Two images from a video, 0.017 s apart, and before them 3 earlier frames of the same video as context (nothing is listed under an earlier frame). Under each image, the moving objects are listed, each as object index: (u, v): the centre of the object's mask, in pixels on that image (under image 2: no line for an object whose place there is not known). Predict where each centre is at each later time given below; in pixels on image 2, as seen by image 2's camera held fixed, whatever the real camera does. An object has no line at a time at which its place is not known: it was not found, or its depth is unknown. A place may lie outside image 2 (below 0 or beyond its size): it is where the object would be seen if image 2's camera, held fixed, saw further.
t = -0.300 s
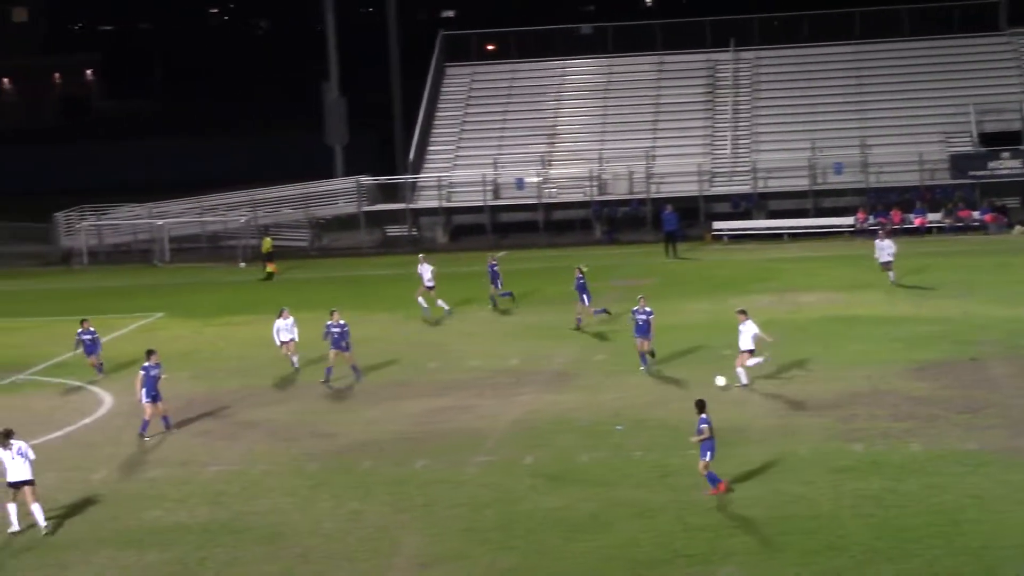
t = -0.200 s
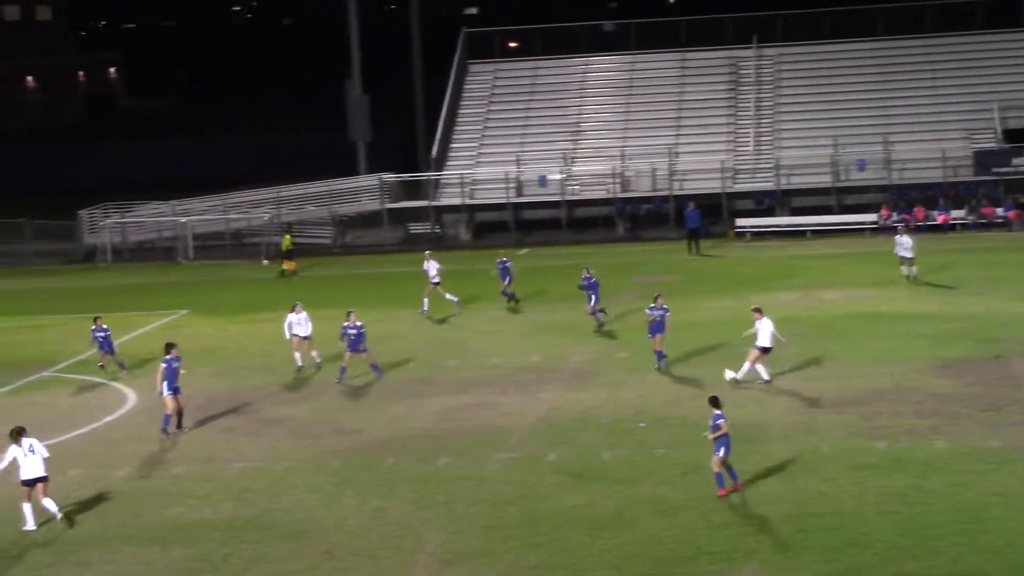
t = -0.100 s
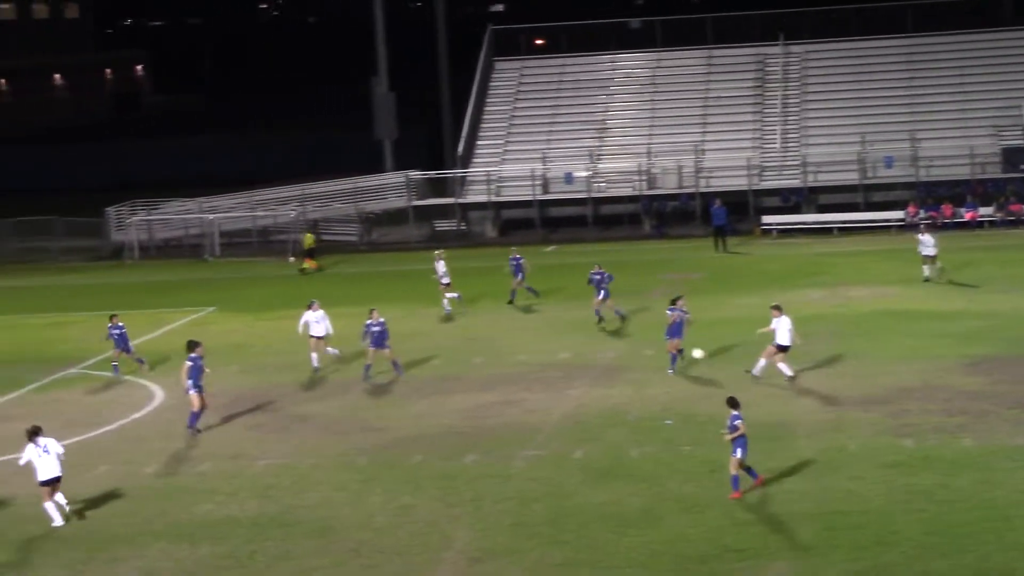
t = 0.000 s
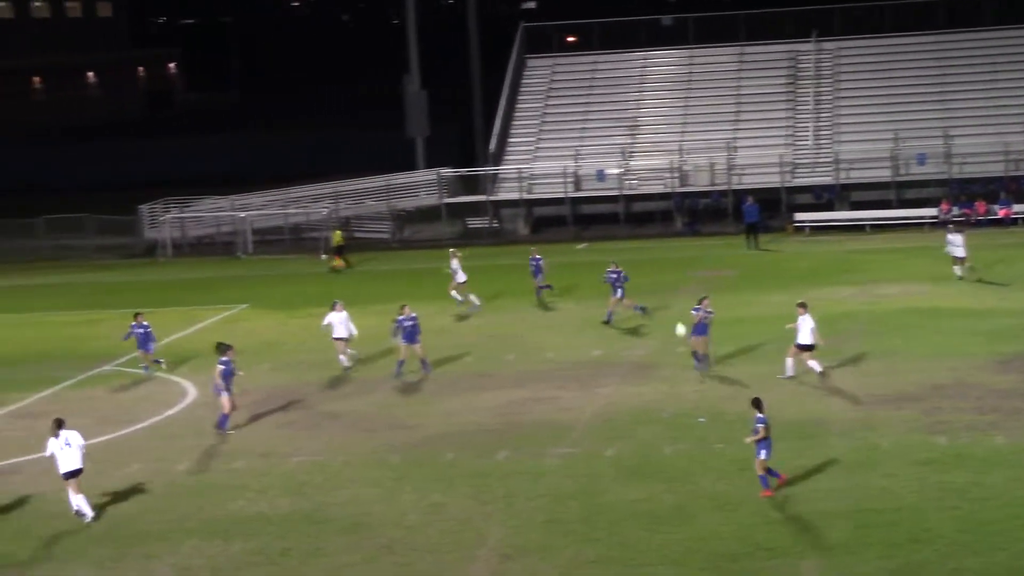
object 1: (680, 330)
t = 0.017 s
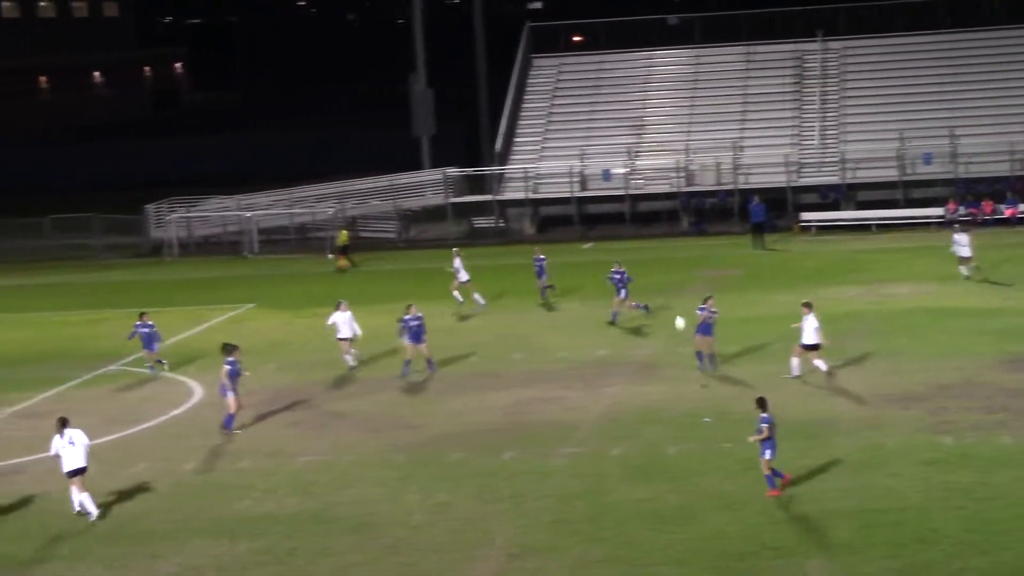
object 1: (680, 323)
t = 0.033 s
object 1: (673, 317)
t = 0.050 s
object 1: (667, 311)
